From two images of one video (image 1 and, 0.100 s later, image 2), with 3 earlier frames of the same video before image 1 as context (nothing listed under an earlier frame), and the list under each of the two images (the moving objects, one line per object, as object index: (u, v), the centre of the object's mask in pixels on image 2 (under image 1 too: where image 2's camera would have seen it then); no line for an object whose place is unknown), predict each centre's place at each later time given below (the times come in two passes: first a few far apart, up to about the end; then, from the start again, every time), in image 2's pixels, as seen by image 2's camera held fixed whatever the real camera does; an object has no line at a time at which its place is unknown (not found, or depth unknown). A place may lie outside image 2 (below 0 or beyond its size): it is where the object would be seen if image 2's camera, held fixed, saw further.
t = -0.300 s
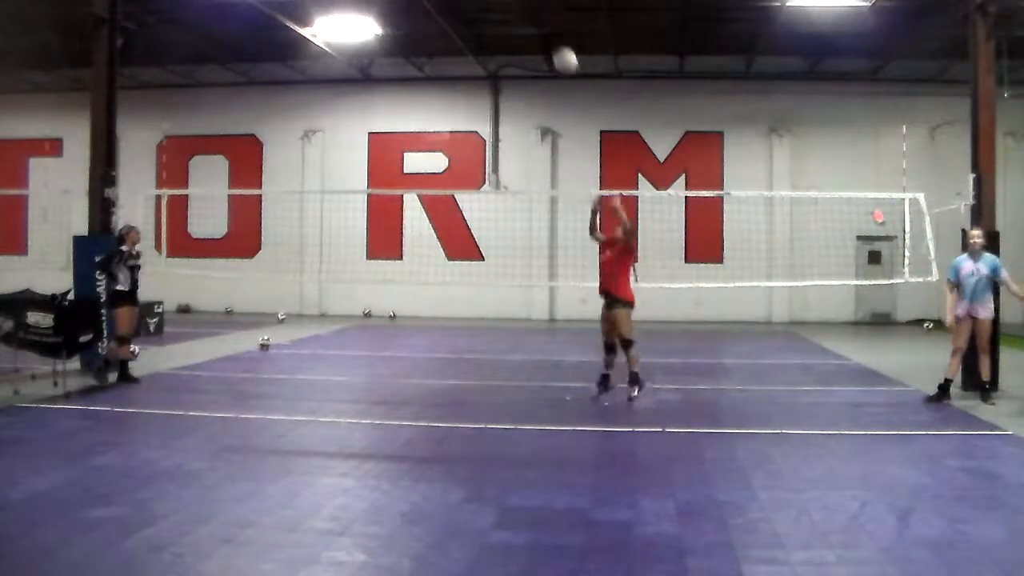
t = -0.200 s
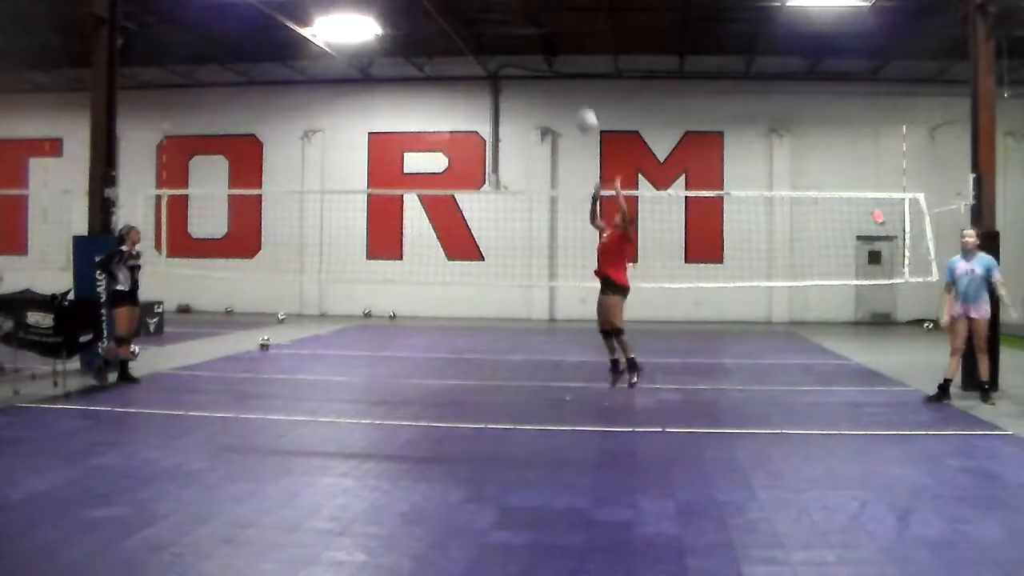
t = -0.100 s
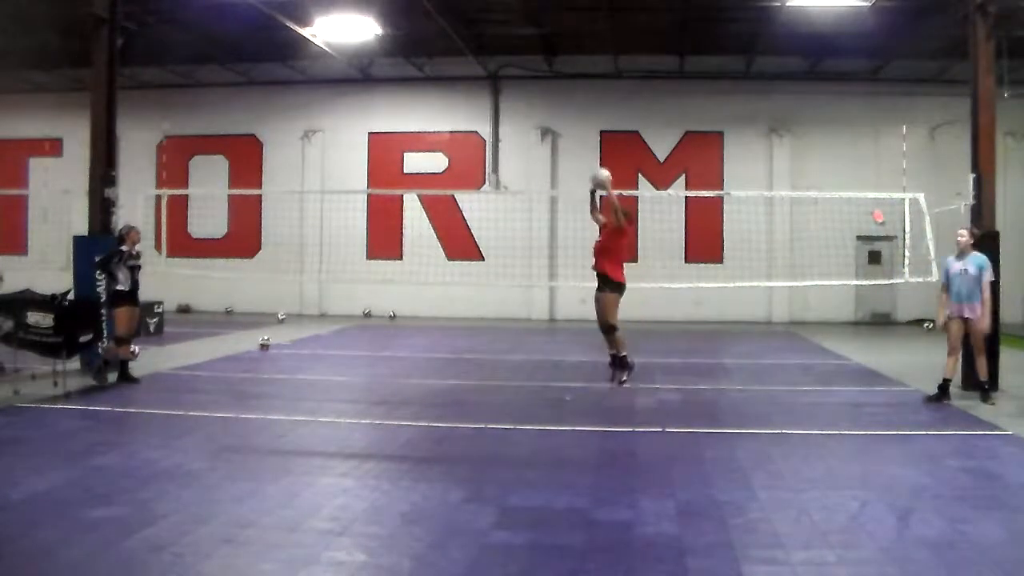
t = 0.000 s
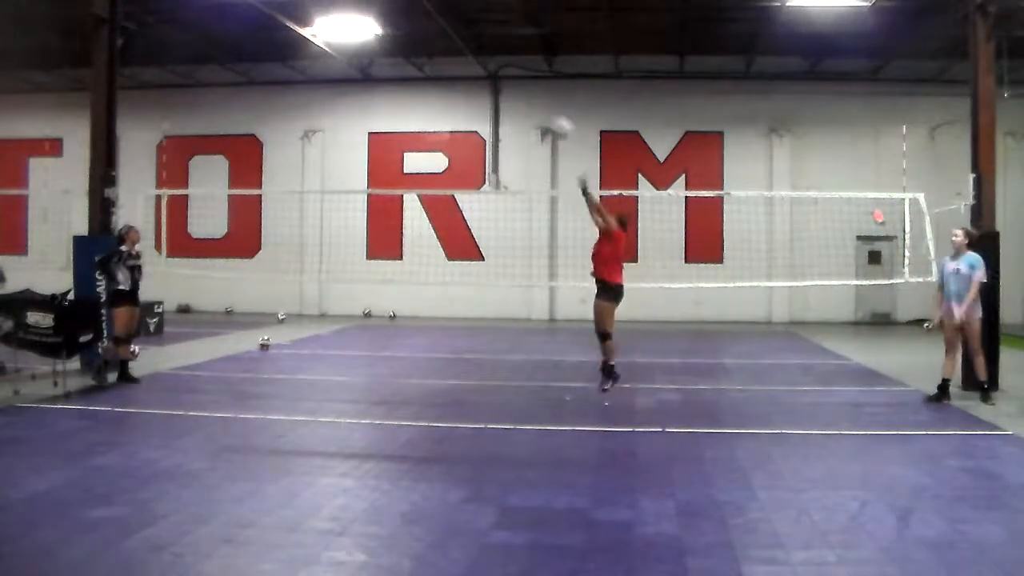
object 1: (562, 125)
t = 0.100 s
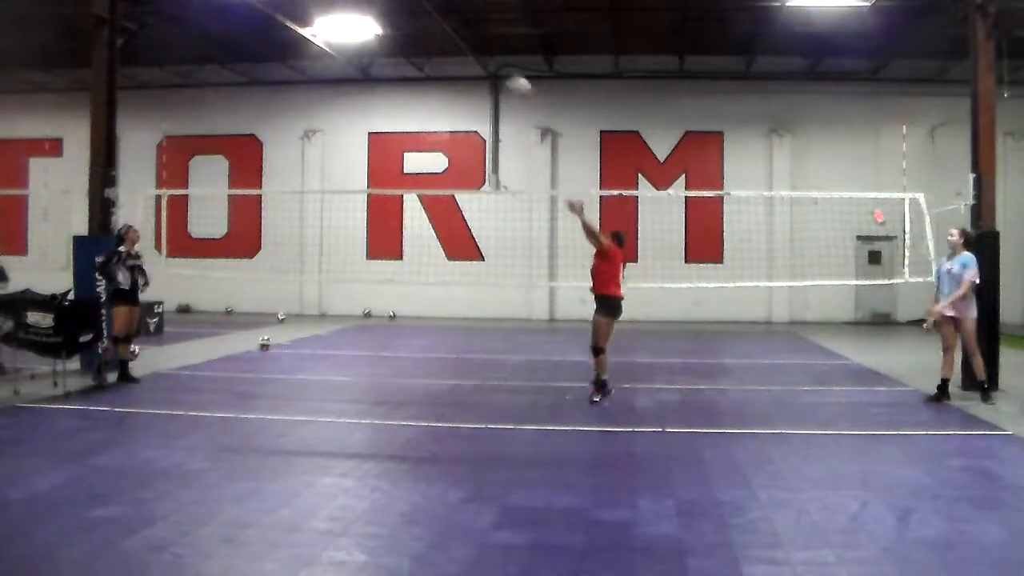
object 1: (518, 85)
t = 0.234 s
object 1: (465, 47)
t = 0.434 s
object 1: (390, 22)
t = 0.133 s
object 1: (505, 74)
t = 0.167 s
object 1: (491, 64)
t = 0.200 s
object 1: (478, 55)
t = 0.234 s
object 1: (465, 47)
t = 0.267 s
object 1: (452, 41)
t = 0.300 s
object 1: (439, 35)
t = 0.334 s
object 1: (426, 31)
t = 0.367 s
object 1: (414, 27)
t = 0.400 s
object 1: (402, 24)
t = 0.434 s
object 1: (390, 22)
